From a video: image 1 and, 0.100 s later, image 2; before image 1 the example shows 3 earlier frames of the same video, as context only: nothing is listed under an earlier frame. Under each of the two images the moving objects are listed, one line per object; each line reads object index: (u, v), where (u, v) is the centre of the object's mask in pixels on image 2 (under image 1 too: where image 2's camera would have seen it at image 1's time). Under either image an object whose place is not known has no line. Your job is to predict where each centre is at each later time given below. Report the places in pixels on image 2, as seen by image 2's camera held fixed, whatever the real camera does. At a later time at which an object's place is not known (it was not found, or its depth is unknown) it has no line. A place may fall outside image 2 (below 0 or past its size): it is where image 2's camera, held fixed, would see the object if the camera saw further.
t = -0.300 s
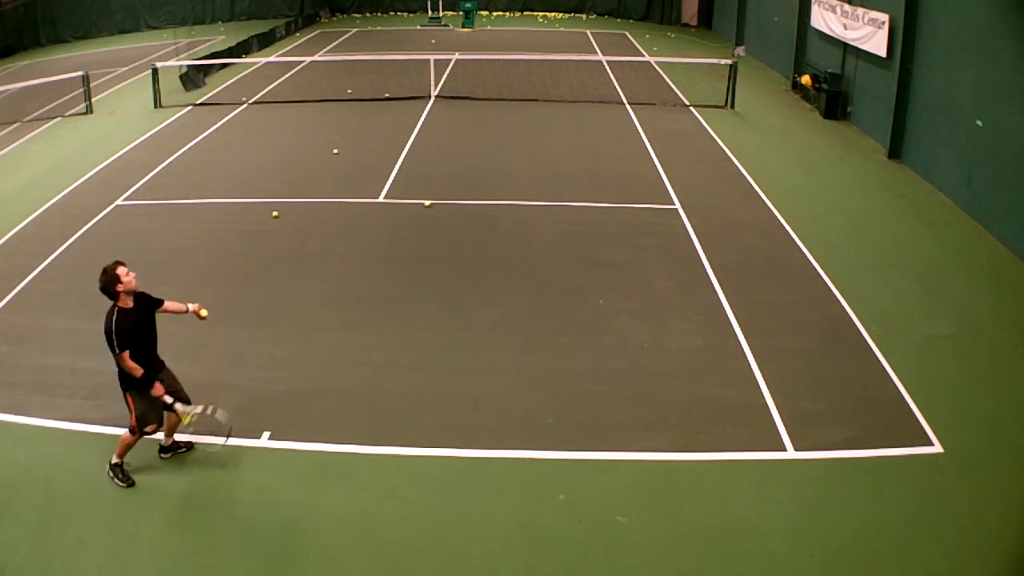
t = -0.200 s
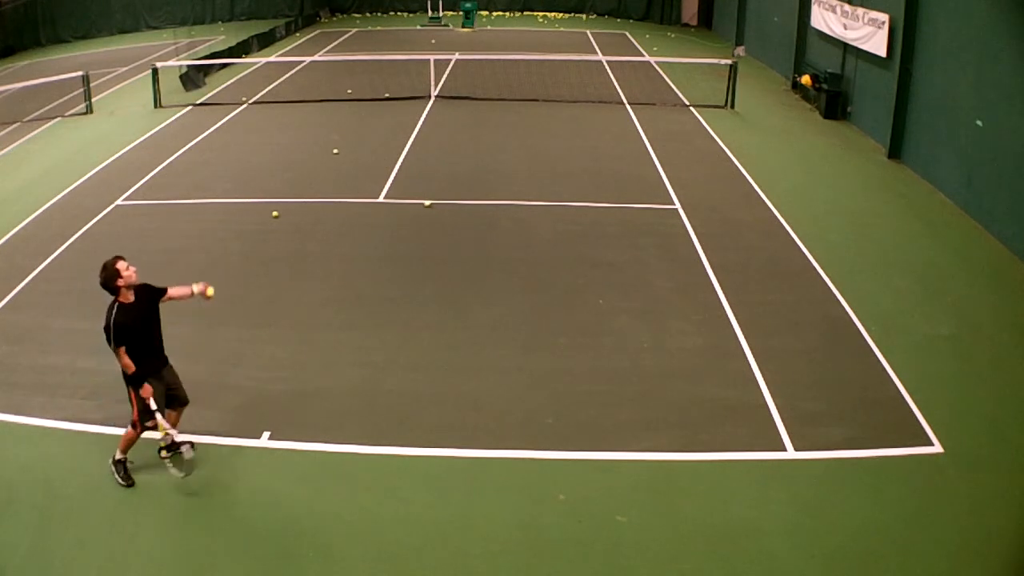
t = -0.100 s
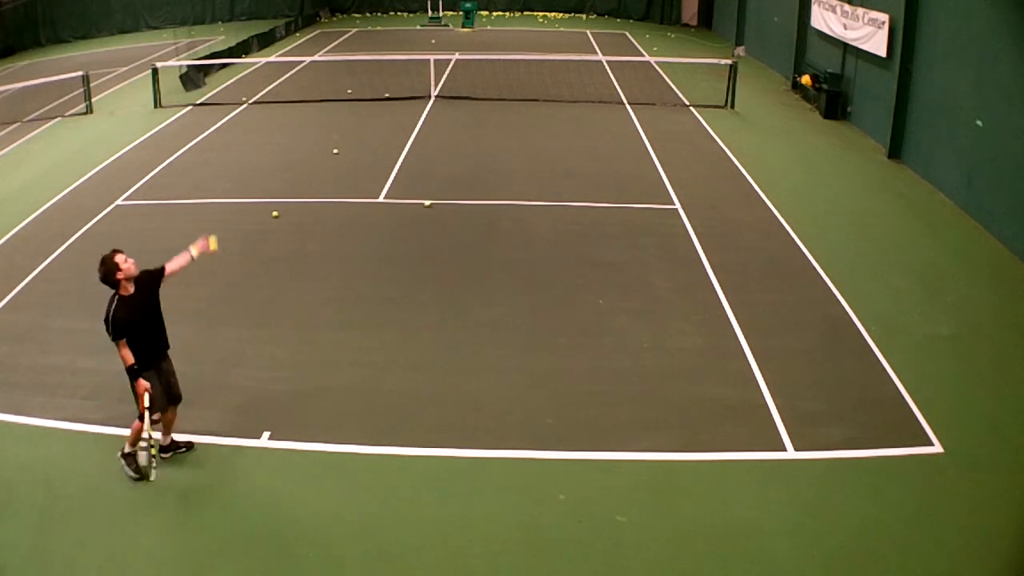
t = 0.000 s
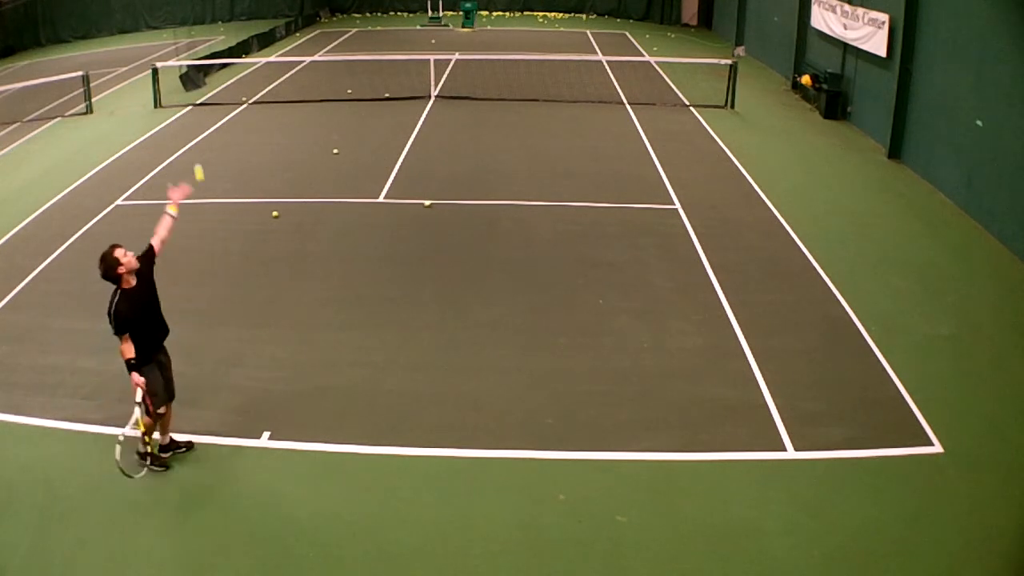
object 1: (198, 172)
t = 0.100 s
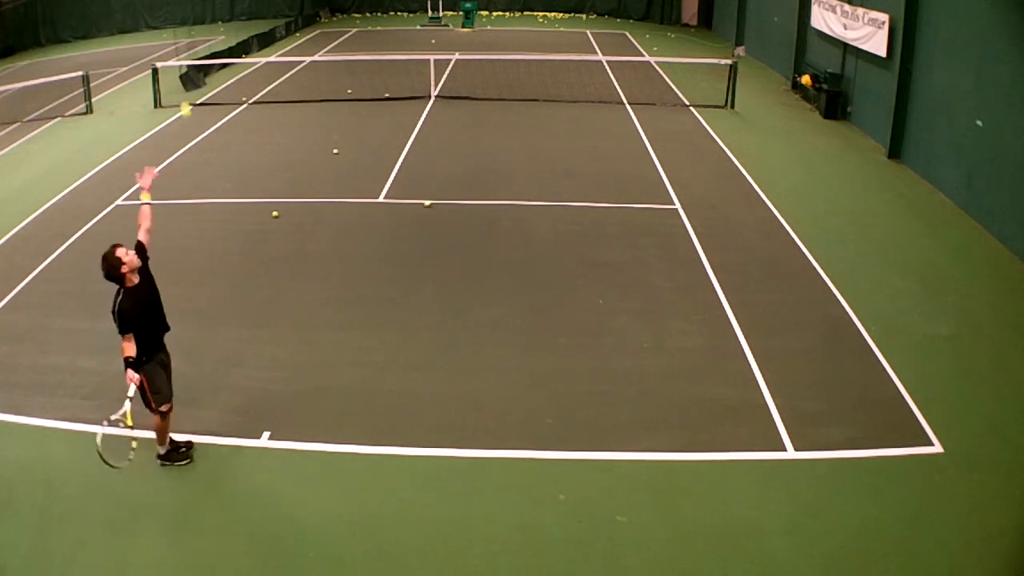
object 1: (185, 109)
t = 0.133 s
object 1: (181, 90)
